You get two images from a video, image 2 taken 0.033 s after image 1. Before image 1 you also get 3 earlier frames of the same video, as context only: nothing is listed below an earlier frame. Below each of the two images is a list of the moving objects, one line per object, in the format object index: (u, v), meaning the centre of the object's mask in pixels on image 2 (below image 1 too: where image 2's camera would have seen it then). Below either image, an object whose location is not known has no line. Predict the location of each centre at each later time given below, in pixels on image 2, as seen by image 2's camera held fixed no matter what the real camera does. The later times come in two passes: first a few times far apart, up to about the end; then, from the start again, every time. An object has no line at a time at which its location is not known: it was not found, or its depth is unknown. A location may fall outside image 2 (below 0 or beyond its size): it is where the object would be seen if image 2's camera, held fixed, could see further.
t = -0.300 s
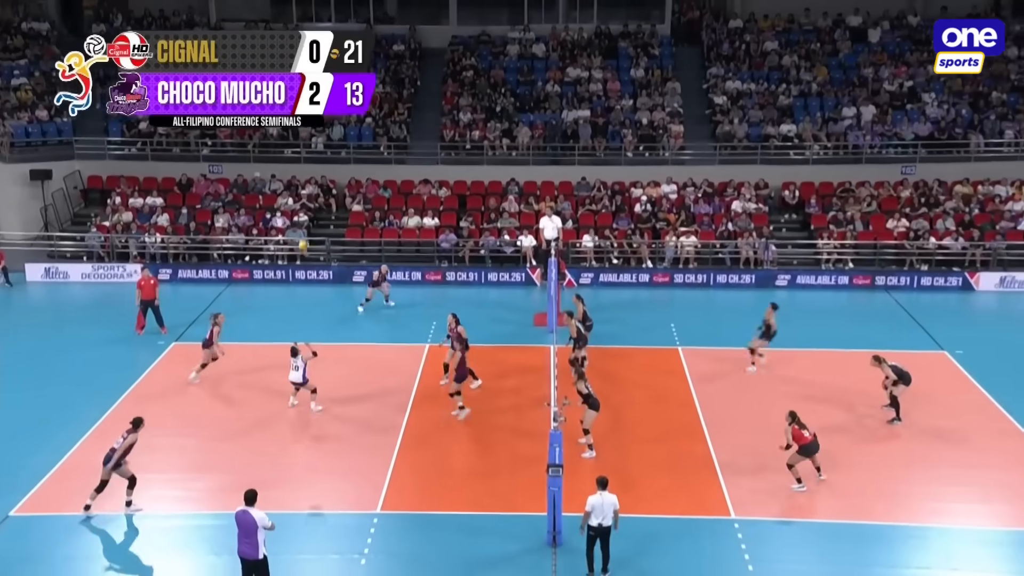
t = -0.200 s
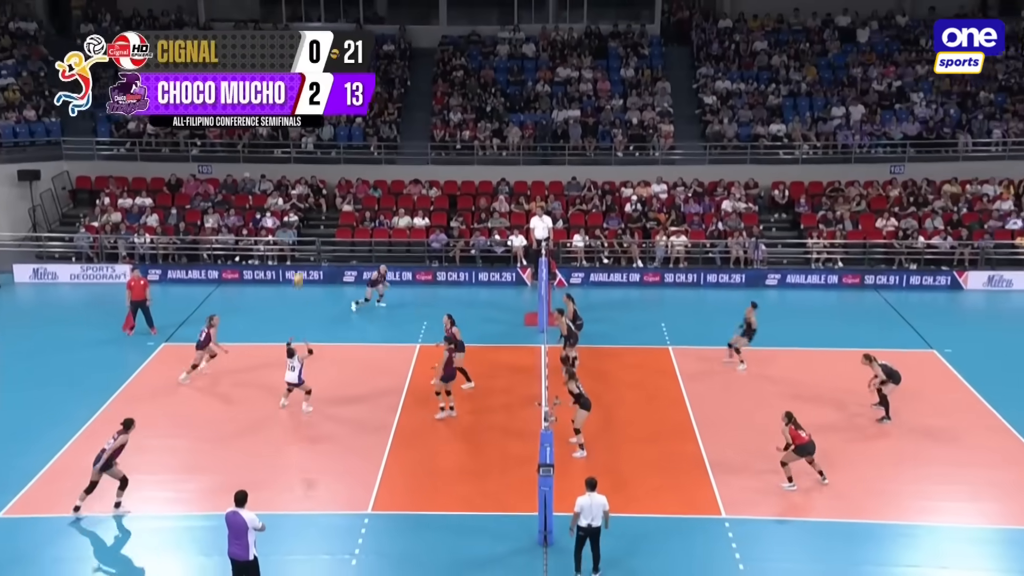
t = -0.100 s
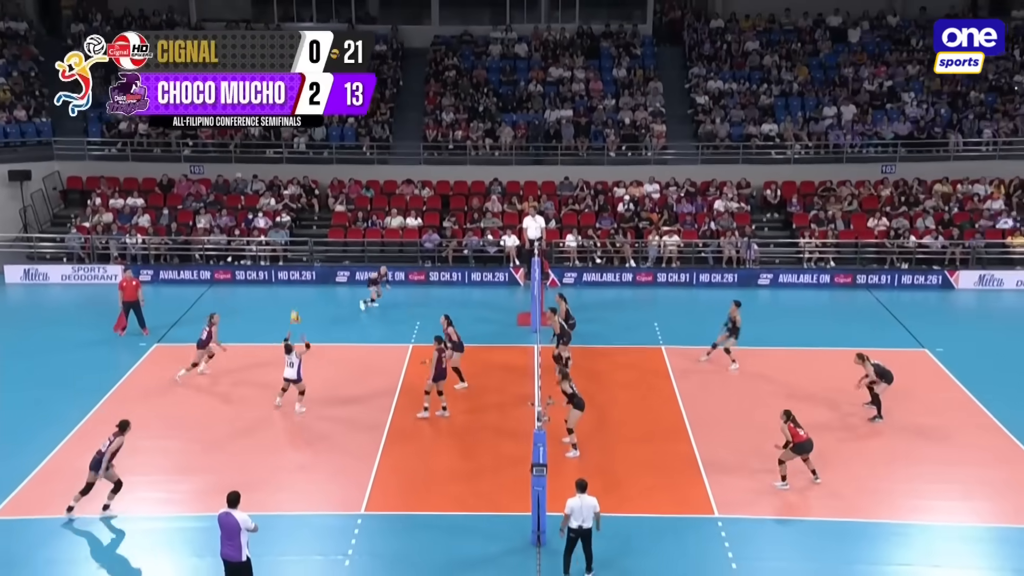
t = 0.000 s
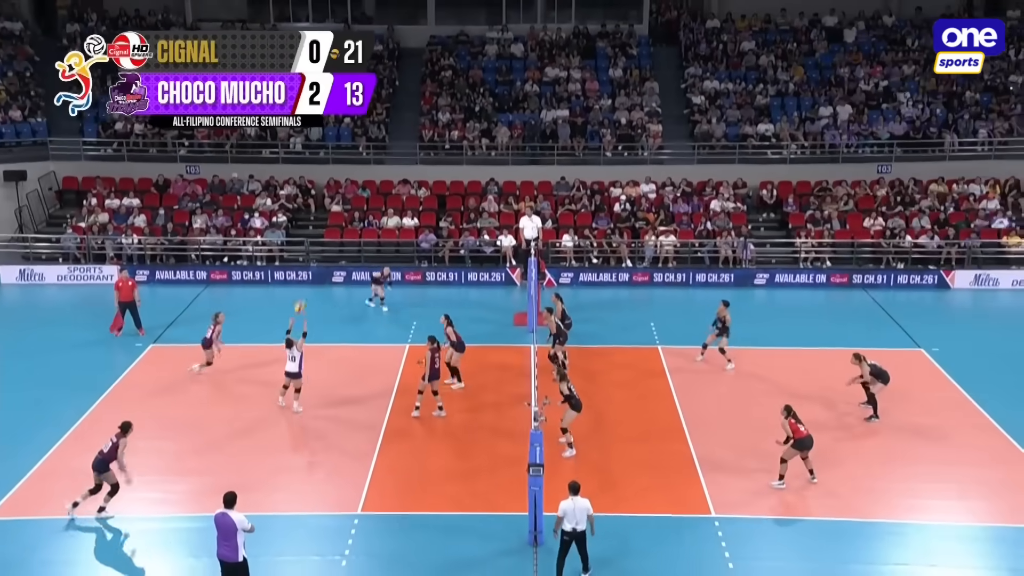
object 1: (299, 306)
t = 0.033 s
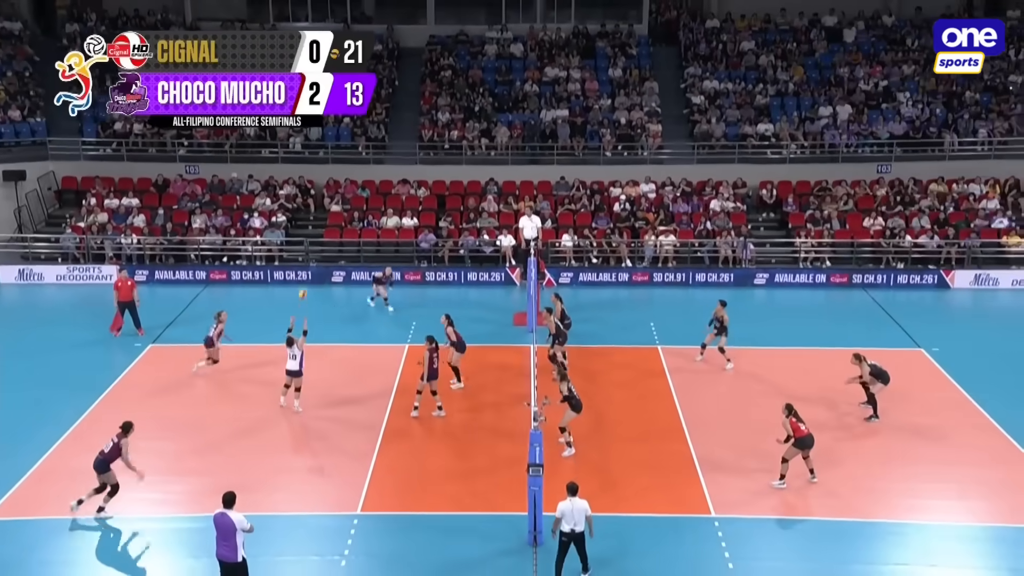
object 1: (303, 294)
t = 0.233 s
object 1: (329, 223)
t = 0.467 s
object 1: (355, 168)
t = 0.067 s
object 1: (308, 279)
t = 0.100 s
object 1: (312, 267)
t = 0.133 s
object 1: (316, 256)
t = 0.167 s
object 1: (321, 244)
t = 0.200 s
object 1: (325, 233)
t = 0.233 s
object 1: (329, 223)
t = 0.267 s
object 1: (333, 213)
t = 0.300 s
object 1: (337, 204)
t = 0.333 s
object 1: (341, 196)
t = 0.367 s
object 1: (344, 187)
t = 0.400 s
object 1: (348, 180)
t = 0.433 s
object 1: (351, 173)
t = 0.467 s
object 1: (355, 168)
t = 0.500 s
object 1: (359, 162)
